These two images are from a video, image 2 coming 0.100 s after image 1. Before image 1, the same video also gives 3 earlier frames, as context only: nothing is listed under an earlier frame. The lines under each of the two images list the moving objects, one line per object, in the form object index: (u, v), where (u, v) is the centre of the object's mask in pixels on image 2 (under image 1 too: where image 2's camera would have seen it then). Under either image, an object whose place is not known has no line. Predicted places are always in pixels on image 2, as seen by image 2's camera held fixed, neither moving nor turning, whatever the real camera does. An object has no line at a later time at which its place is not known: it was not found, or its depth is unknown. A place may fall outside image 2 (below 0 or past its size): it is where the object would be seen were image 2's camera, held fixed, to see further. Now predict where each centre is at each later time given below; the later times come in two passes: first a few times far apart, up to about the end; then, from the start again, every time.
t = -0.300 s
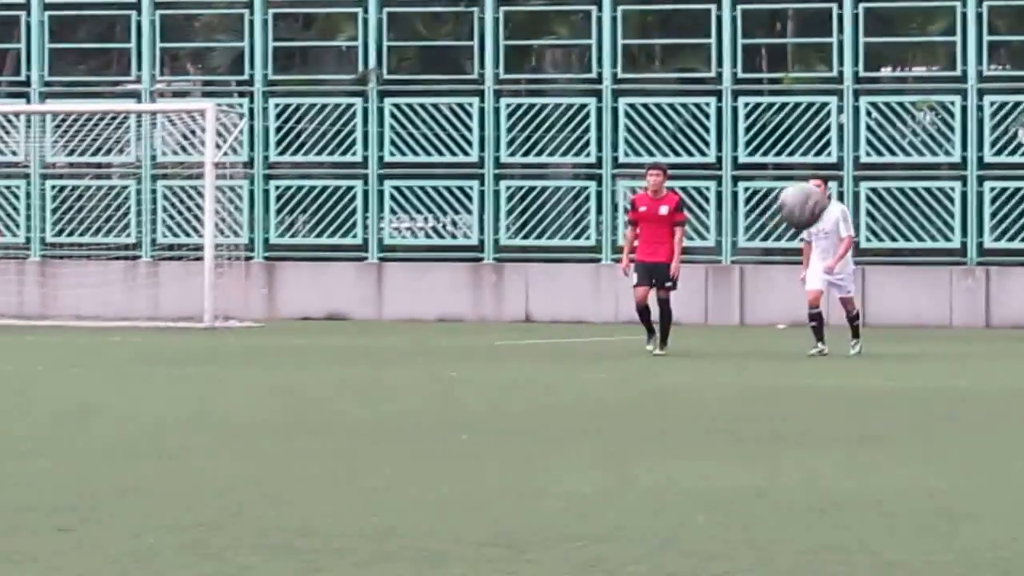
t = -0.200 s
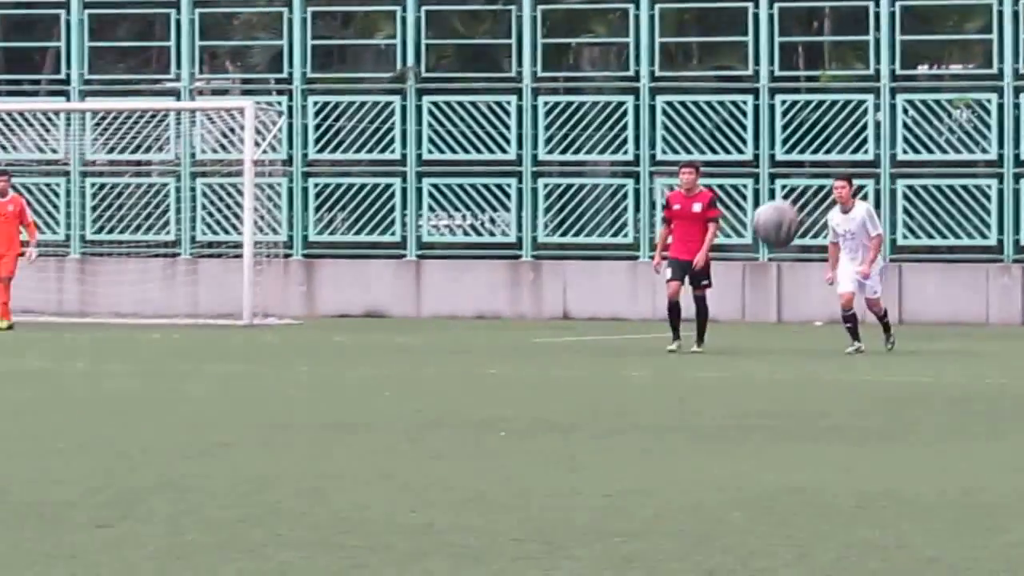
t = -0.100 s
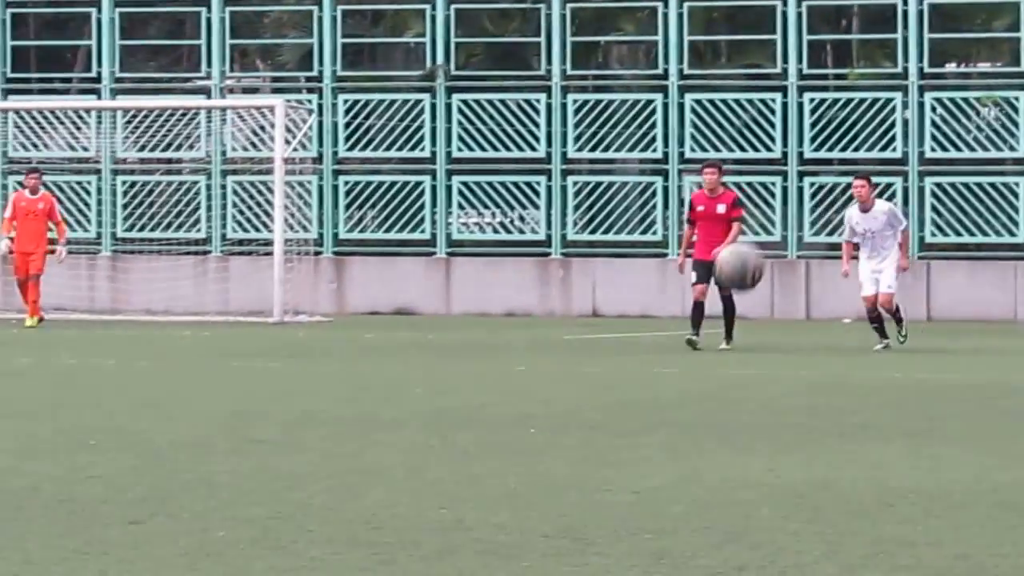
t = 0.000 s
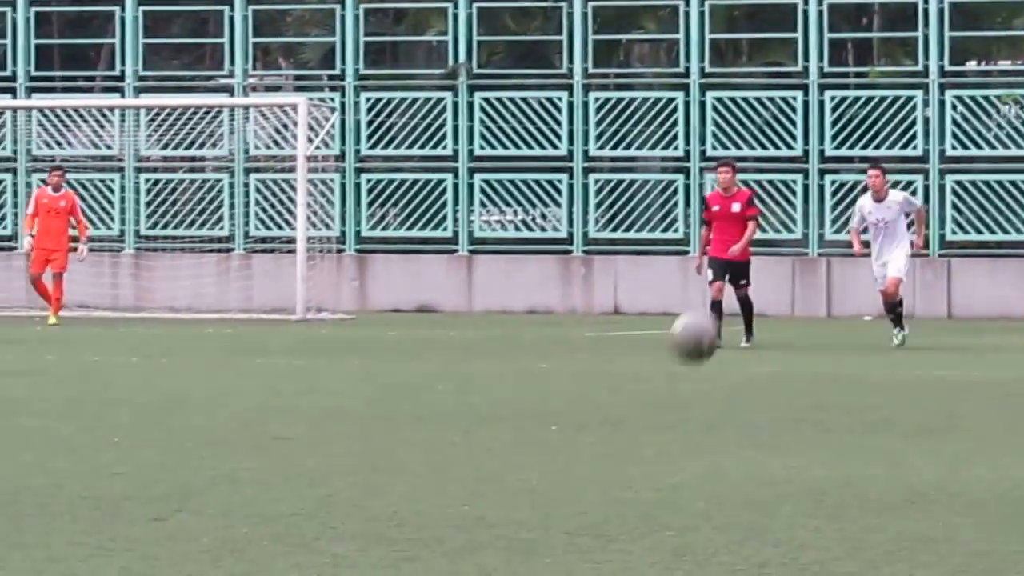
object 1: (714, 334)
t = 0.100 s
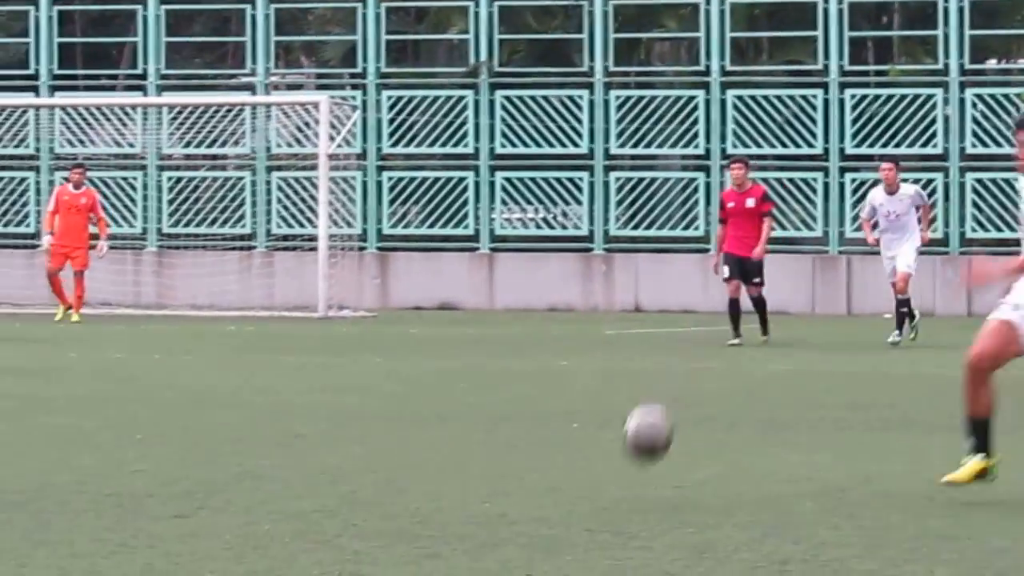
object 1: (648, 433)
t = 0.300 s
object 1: (513, 386)
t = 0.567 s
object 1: (317, 345)
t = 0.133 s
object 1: (625, 472)
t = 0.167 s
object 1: (601, 470)
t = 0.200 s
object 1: (581, 448)
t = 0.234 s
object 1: (558, 424)
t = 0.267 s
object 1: (536, 404)
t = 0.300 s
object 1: (513, 386)
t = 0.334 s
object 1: (491, 371)
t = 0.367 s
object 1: (467, 359)
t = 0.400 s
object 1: (443, 350)
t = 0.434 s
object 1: (419, 343)
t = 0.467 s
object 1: (393, 339)
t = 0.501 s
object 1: (369, 337)
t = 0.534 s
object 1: (343, 339)
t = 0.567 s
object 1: (317, 345)
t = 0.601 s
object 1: (290, 353)
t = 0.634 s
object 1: (263, 365)
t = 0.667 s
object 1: (234, 380)
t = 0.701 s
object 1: (206, 399)
